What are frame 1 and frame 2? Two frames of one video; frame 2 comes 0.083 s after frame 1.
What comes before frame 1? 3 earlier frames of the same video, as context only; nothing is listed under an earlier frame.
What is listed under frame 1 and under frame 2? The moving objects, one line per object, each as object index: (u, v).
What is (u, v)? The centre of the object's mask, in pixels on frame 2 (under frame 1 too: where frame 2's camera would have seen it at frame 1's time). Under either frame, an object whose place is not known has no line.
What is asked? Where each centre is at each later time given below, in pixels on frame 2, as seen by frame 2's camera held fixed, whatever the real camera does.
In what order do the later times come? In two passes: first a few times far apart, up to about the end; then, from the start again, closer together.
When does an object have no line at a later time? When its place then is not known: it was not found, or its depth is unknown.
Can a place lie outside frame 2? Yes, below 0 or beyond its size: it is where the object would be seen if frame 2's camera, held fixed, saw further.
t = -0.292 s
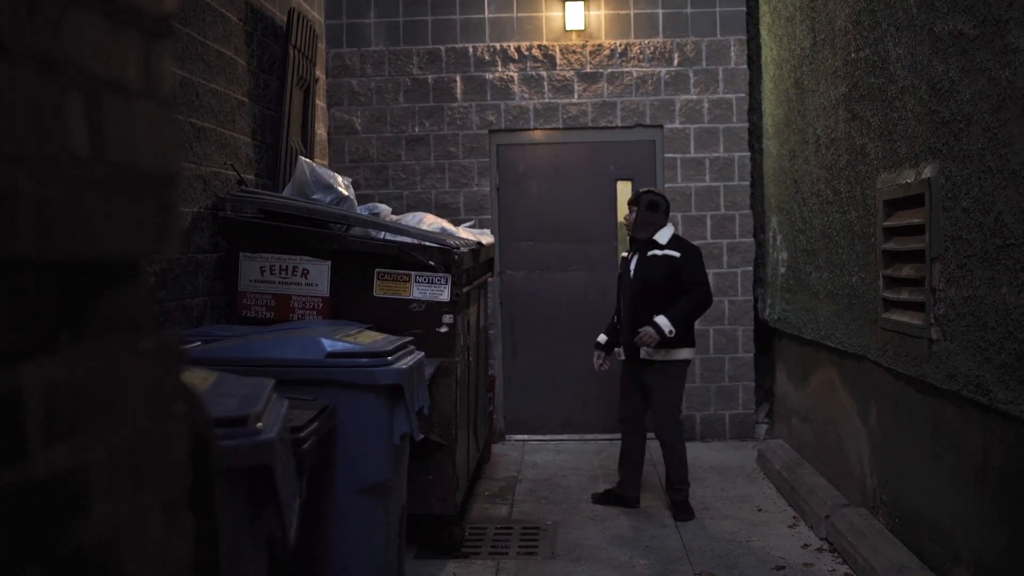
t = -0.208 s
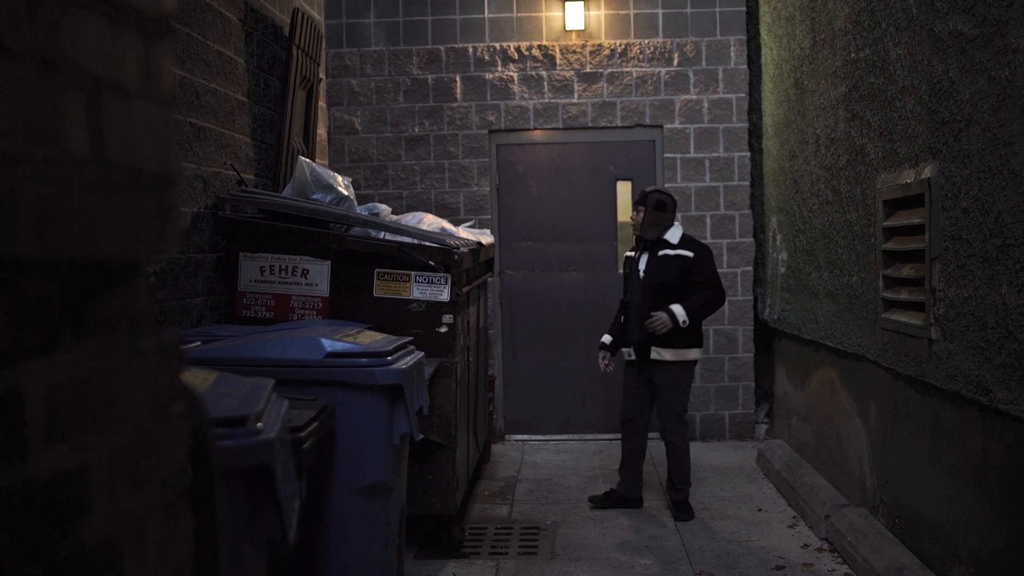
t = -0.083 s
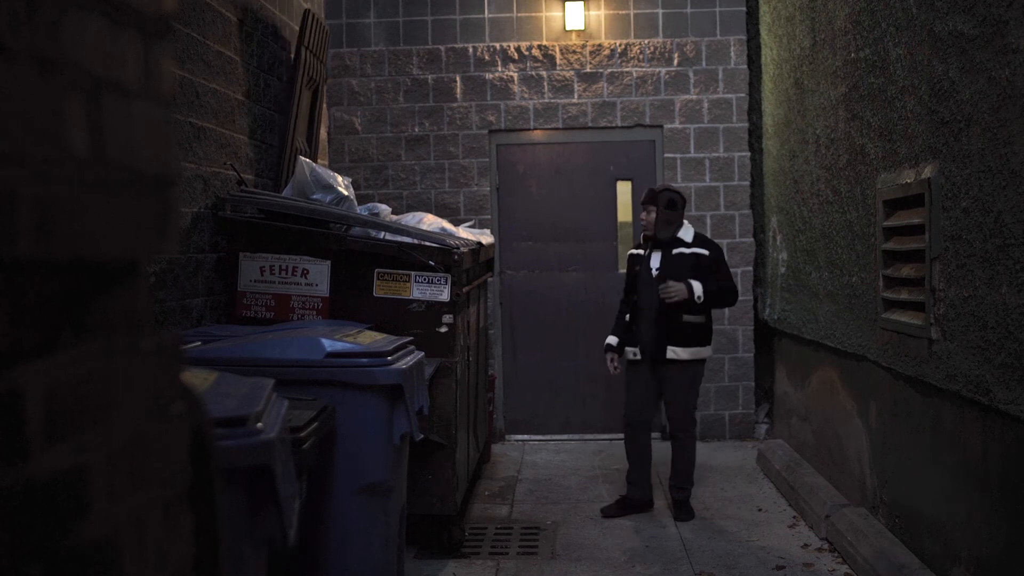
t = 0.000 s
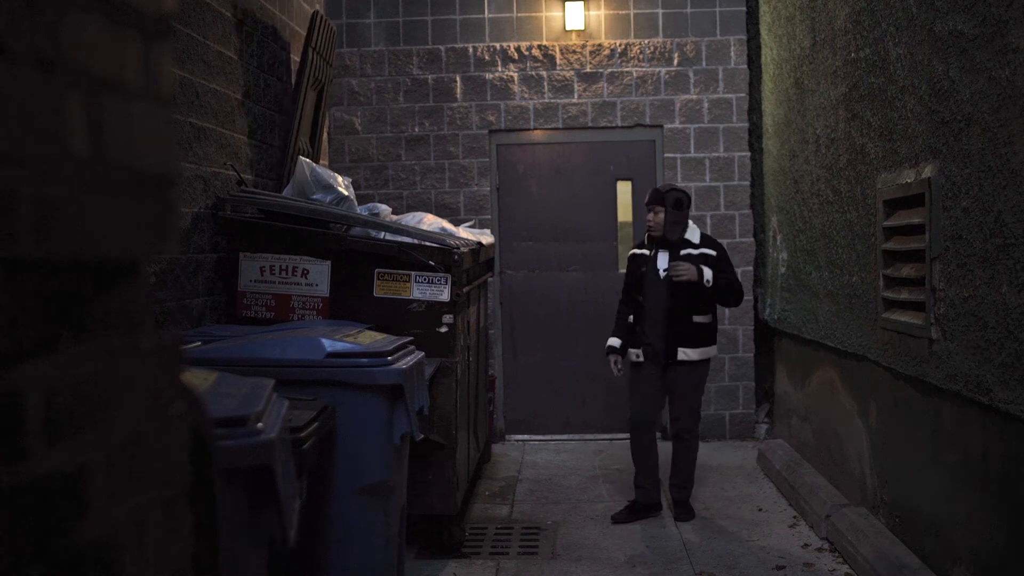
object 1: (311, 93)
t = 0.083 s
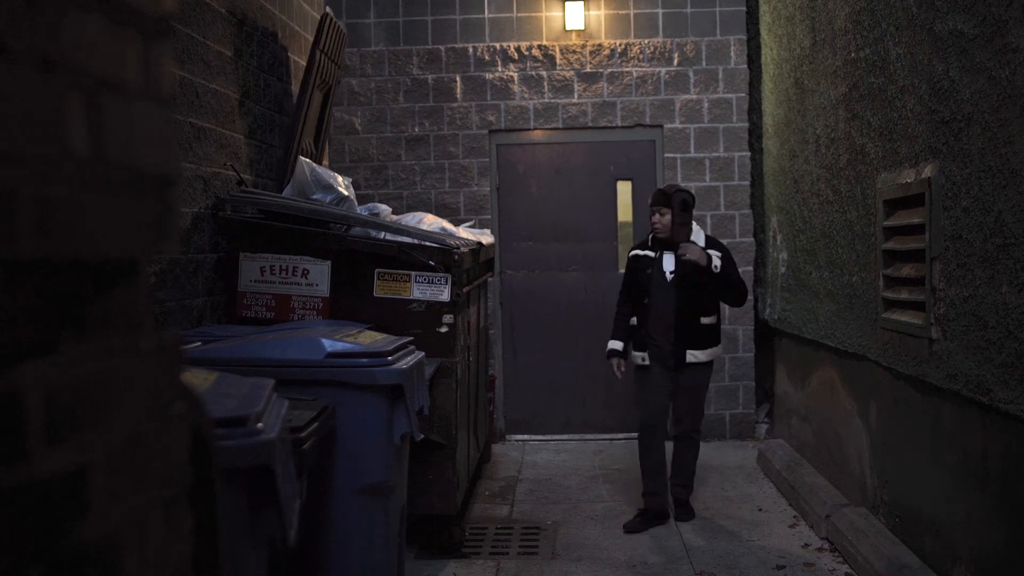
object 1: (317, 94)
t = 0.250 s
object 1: (334, 98)
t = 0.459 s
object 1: (368, 114)
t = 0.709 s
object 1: (414, 183)
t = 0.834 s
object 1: (447, 230)
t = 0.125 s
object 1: (319, 96)
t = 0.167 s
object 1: (324, 97)
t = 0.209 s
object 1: (329, 96)
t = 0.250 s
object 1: (334, 98)
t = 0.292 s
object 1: (340, 101)
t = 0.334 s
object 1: (345, 104)
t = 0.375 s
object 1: (351, 108)
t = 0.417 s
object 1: (359, 110)
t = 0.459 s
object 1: (368, 114)
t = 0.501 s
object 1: (377, 120)
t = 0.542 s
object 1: (385, 129)
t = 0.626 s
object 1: (403, 152)
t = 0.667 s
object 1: (410, 166)
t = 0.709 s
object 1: (414, 183)
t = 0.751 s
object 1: (418, 200)
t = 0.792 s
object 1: (435, 221)
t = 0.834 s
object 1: (447, 230)
